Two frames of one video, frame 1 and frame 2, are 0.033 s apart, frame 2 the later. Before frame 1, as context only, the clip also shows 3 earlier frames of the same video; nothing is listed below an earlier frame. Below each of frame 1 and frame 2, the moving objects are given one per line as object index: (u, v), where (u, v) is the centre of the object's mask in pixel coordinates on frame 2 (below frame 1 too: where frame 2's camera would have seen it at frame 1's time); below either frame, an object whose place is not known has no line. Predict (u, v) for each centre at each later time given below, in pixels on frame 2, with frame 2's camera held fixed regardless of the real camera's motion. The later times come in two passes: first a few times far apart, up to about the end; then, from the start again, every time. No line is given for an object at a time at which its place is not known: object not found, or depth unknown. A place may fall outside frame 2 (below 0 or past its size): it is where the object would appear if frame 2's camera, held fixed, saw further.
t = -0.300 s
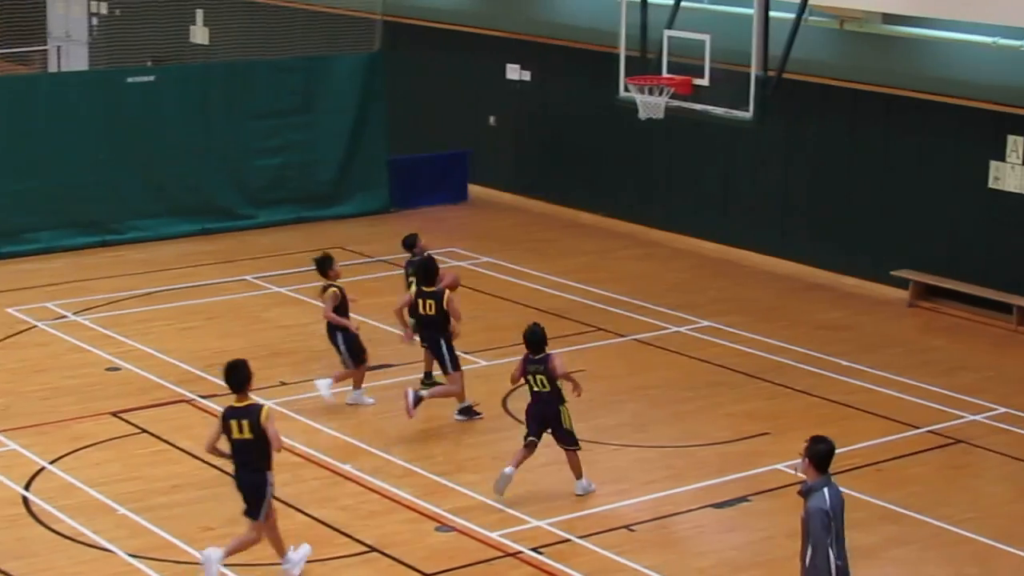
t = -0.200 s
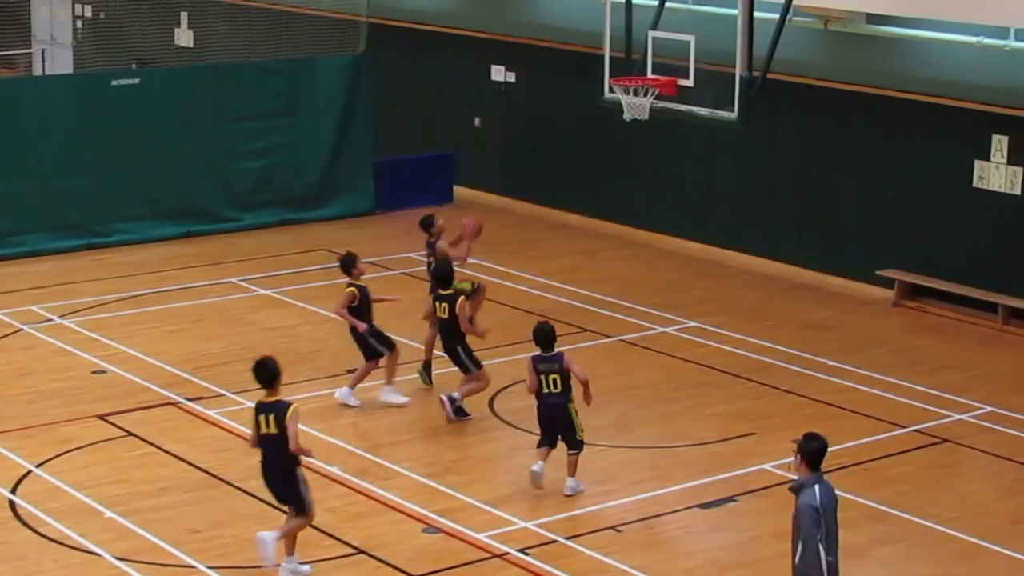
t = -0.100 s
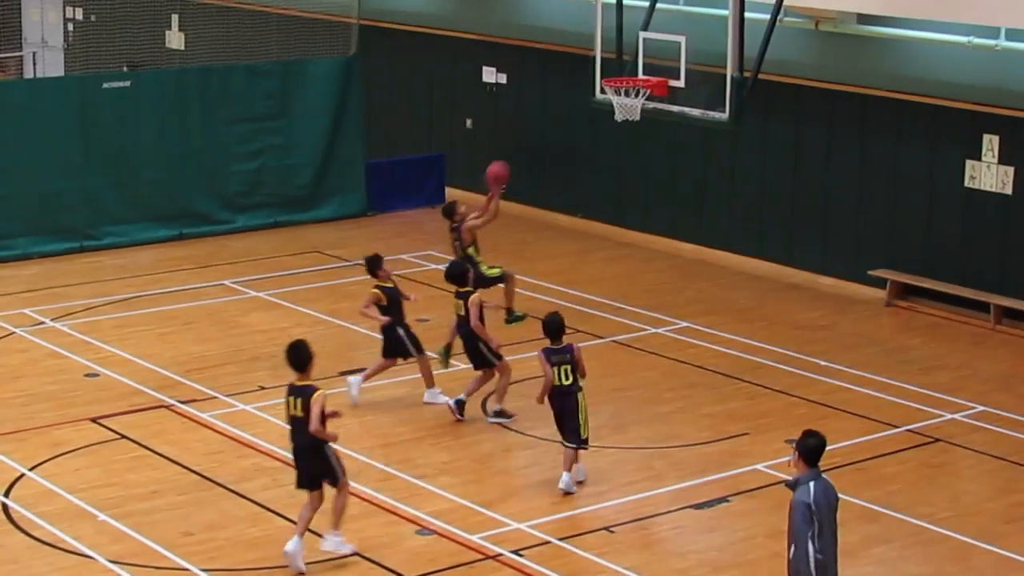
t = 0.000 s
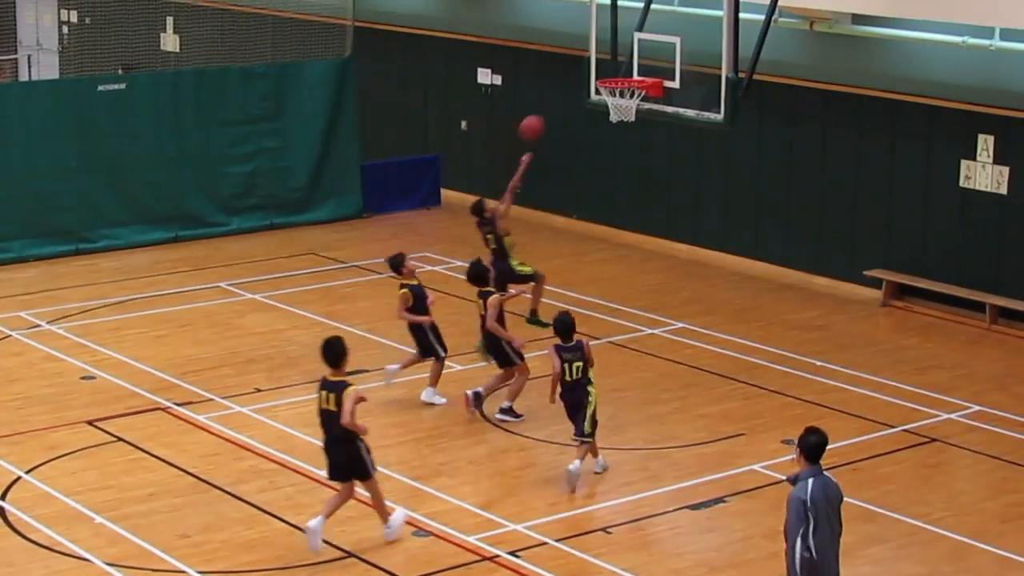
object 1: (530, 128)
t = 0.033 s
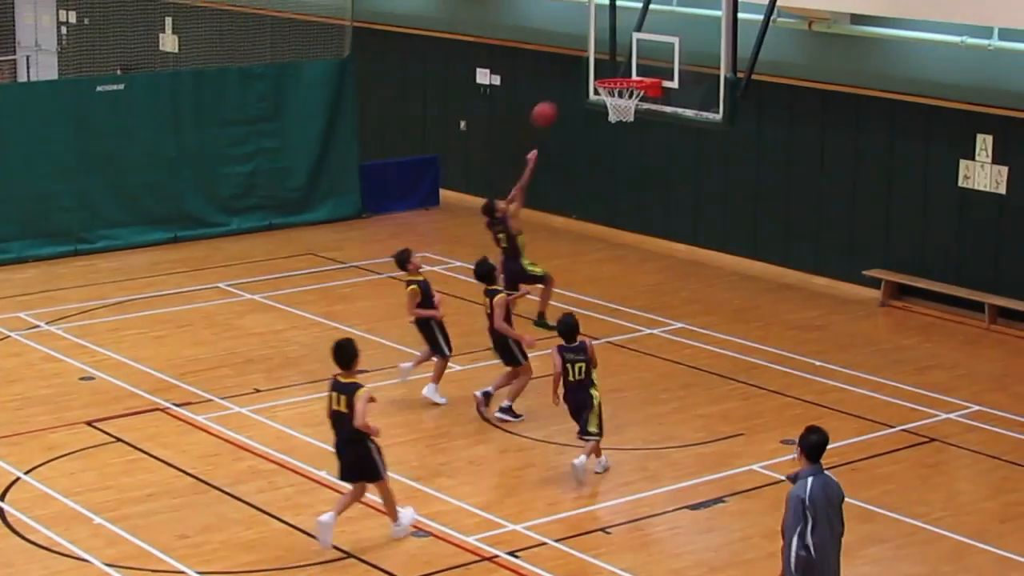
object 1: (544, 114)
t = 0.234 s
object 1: (625, 56)
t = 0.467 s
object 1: (615, 73)
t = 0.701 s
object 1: (602, 83)
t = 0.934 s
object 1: (589, 153)
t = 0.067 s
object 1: (557, 102)
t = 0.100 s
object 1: (571, 90)
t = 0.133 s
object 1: (583, 80)
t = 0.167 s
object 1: (598, 70)
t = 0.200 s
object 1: (612, 63)
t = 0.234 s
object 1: (625, 56)
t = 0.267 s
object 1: (634, 52)
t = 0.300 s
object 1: (631, 53)
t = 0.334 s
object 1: (630, 54)
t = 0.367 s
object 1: (626, 56)
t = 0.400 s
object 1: (622, 62)
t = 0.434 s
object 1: (619, 66)
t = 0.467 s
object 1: (615, 73)
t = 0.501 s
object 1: (614, 71)
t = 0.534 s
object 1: (612, 70)
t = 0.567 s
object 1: (611, 70)
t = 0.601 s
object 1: (608, 71)
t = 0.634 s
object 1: (606, 75)
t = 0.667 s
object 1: (605, 78)
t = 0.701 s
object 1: (602, 83)
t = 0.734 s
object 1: (601, 90)
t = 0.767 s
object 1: (598, 98)
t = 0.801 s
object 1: (597, 106)
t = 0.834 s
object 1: (594, 116)
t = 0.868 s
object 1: (592, 127)
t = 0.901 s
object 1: (590, 140)
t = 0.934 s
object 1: (589, 153)
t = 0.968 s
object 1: (586, 168)
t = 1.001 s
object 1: (585, 184)
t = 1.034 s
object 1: (583, 202)
